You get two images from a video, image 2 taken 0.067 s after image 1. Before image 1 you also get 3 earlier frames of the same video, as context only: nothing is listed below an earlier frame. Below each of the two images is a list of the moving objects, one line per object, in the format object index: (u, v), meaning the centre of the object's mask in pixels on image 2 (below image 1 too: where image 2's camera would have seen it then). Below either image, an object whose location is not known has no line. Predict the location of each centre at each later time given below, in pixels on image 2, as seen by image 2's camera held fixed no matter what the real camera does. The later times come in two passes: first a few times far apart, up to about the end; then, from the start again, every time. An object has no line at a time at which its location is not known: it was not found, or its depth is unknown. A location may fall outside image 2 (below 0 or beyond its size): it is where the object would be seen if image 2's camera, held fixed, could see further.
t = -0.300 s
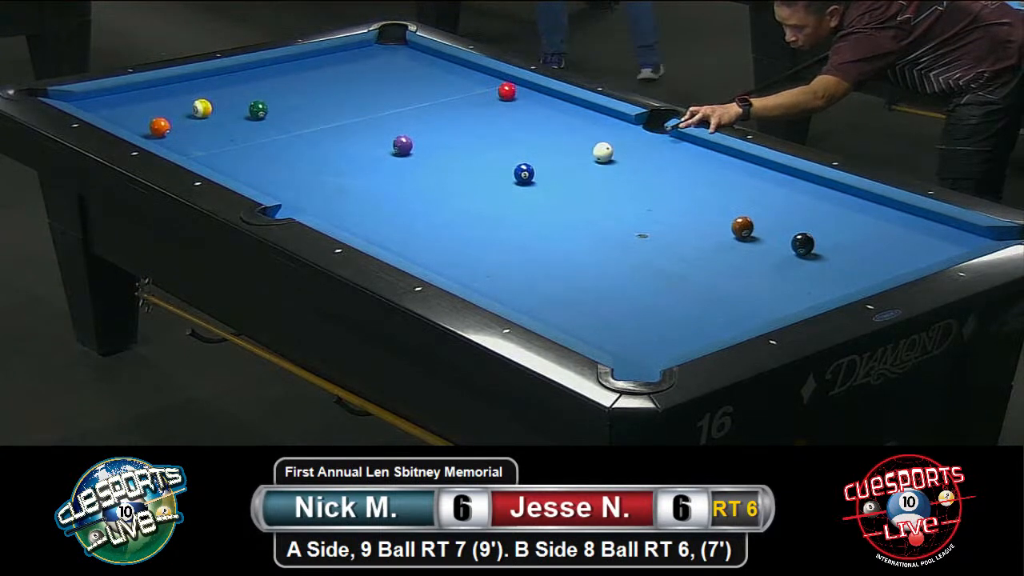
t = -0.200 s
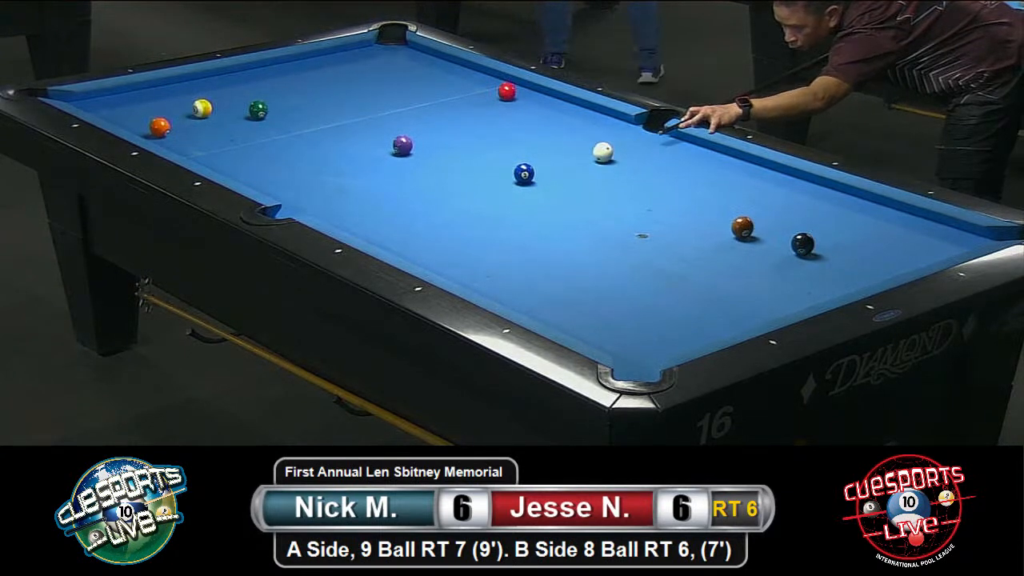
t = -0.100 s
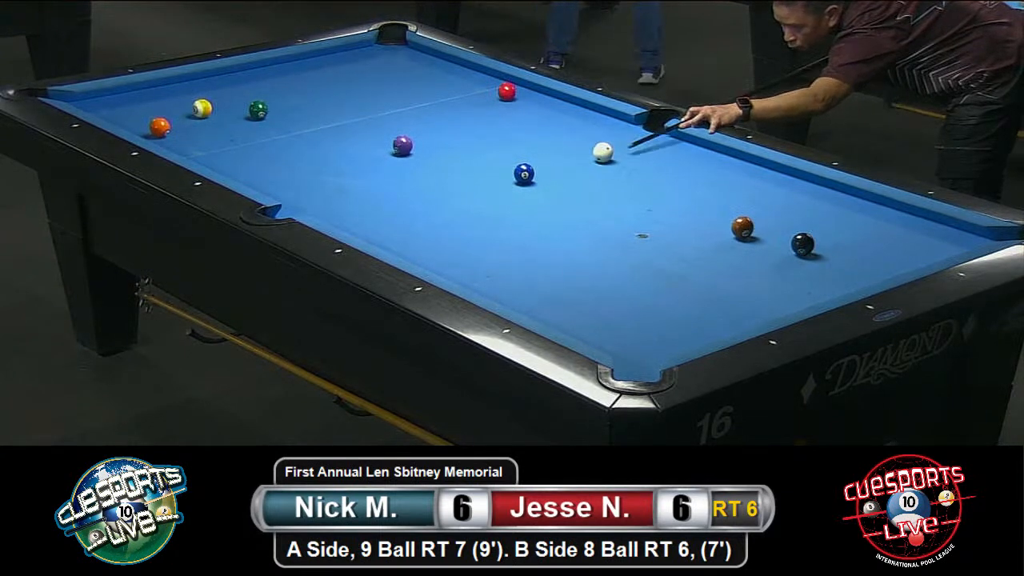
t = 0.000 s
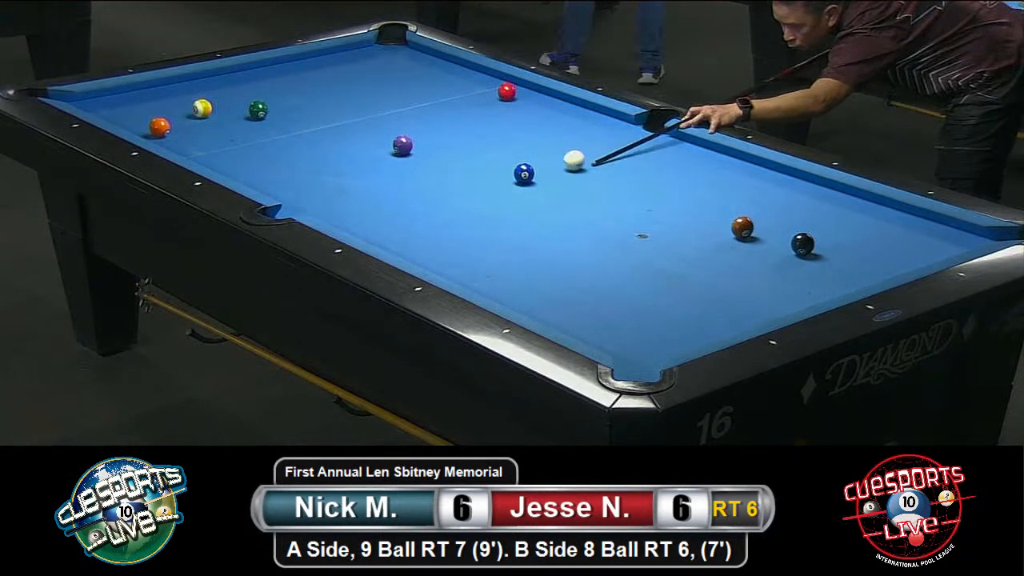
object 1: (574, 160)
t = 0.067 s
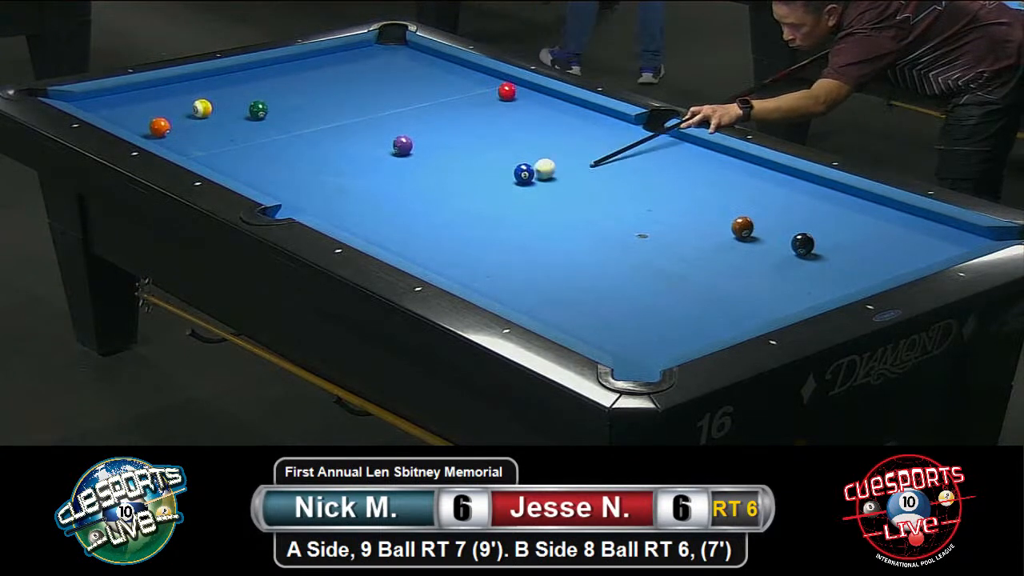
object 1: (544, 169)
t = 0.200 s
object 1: (550, 172)
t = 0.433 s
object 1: (568, 174)
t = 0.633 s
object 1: (582, 175)
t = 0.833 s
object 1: (595, 177)
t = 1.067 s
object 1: (609, 178)
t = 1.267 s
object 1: (619, 179)
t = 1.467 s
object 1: (628, 181)
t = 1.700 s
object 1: (637, 182)
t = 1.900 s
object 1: (644, 182)
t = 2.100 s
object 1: (649, 183)
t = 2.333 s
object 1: (653, 183)
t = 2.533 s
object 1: (655, 183)
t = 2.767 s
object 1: (656, 183)
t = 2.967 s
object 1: (655, 183)
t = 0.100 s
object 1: (543, 170)
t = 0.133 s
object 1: (545, 171)
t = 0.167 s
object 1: (548, 171)
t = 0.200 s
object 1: (550, 172)
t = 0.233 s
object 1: (553, 172)
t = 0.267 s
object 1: (556, 172)
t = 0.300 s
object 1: (558, 172)
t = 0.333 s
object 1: (561, 173)
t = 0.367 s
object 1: (563, 173)
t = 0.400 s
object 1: (566, 173)
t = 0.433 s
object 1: (568, 174)
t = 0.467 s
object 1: (571, 174)
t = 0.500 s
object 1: (573, 174)
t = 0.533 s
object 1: (575, 175)
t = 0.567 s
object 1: (578, 175)
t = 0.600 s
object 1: (580, 175)
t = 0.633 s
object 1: (582, 175)
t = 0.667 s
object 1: (585, 176)
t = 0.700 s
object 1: (587, 176)
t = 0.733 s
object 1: (589, 176)
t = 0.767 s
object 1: (591, 177)
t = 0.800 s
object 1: (593, 177)
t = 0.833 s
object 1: (595, 177)
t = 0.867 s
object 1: (598, 177)
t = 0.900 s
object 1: (600, 177)
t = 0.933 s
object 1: (602, 178)
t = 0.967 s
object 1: (604, 178)
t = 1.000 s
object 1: (605, 178)
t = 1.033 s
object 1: (607, 178)
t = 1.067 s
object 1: (609, 178)
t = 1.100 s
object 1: (611, 178)
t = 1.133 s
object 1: (613, 179)
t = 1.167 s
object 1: (614, 179)
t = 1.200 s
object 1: (616, 179)
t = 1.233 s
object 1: (618, 179)
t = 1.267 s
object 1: (619, 179)
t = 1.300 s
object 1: (621, 180)
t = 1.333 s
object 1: (622, 180)
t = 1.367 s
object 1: (624, 180)
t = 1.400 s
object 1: (625, 180)
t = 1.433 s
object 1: (627, 180)
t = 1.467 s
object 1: (628, 181)
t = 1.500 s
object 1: (630, 181)
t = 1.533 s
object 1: (631, 181)
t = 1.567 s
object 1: (632, 181)
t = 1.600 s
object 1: (634, 181)
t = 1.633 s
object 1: (635, 181)
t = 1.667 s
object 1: (636, 182)
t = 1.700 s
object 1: (637, 182)
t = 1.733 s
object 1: (639, 182)
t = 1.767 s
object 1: (640, 182)
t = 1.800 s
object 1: (641, 182)
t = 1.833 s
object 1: (642, 182)
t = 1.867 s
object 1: (643, 182)
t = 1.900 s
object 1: (644, 182)
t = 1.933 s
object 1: (645, 182)
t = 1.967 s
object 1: (646, 182)
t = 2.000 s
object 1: (647, 182)
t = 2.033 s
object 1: (648, 183)
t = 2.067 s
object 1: (648, 183)
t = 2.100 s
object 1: (649, 183)
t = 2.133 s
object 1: (650, 183)
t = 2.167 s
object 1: (651, 183)
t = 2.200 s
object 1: (651, 183)
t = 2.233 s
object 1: (652, 183)
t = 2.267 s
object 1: (652, 183)
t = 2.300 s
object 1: (653, 183)
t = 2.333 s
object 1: (653, 183)
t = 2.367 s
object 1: (654, 183)
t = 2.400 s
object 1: (654, 183)
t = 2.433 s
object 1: (655, 183)
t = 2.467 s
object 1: (655, 183)
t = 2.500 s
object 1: (655, 183)
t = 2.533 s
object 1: (655, 183)
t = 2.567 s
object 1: (656, 183)
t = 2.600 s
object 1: (656, 183)
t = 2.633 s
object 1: (656, 183)
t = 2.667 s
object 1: (656, 183)
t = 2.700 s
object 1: (656, 183)
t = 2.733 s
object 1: (656, 183)
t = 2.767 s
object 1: (656, 183)
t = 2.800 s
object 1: (656, 183)
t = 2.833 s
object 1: (656, 183)
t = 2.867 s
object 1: (656, 183)
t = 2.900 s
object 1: (656, 183)
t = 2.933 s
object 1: (656, 183)
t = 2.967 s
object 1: (655, 183)
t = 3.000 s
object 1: (655, 183)
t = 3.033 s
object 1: (655, 183)
